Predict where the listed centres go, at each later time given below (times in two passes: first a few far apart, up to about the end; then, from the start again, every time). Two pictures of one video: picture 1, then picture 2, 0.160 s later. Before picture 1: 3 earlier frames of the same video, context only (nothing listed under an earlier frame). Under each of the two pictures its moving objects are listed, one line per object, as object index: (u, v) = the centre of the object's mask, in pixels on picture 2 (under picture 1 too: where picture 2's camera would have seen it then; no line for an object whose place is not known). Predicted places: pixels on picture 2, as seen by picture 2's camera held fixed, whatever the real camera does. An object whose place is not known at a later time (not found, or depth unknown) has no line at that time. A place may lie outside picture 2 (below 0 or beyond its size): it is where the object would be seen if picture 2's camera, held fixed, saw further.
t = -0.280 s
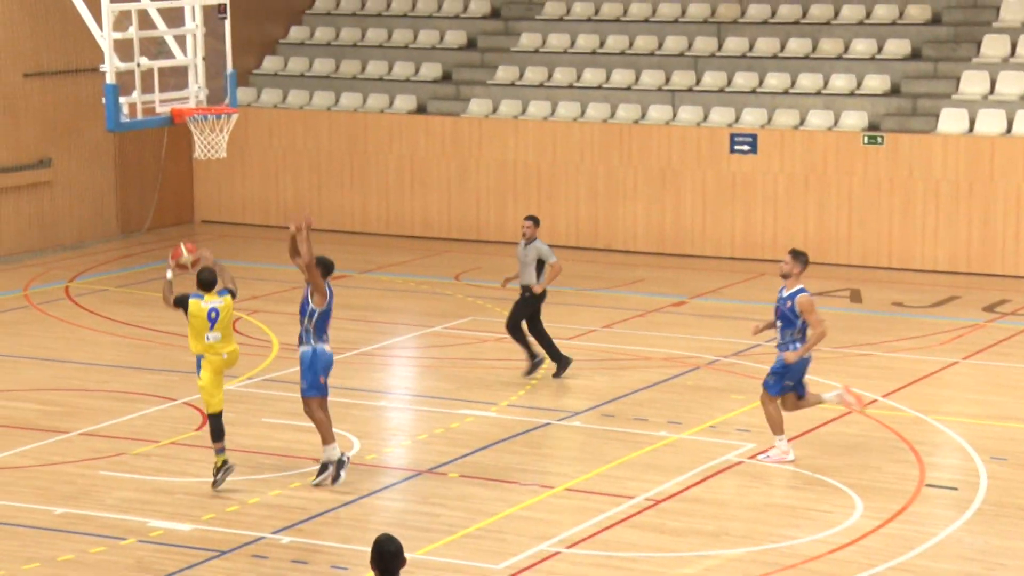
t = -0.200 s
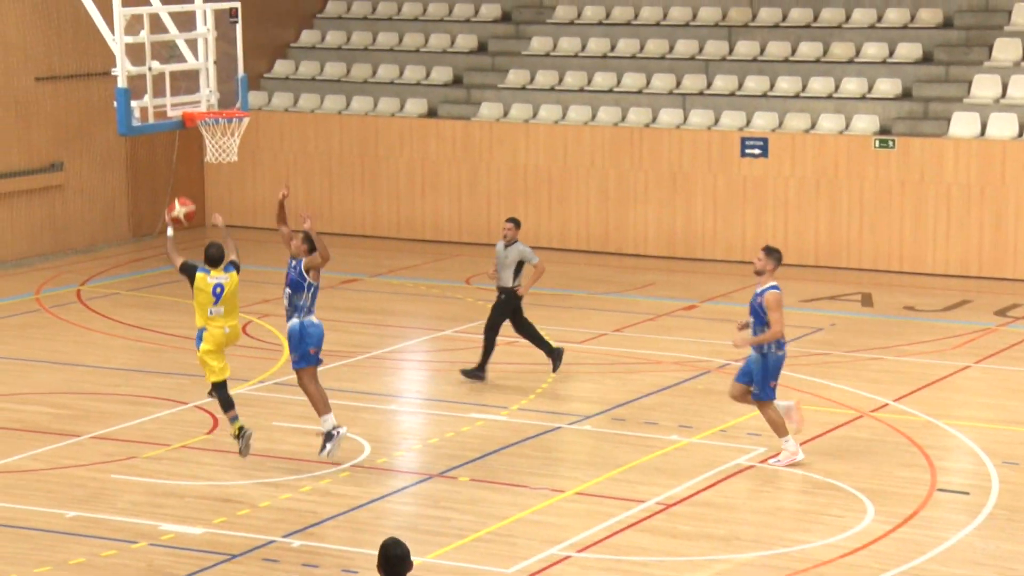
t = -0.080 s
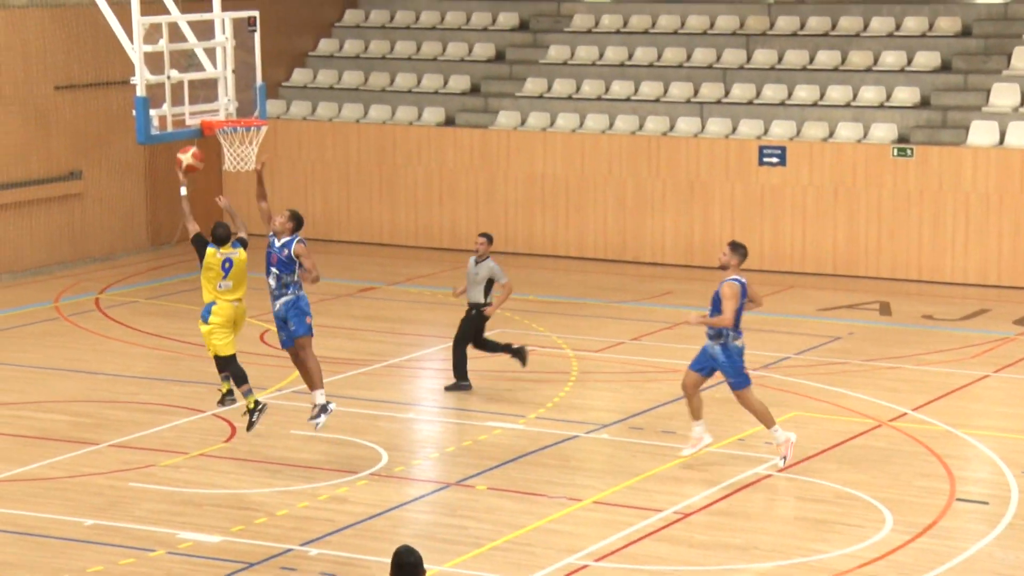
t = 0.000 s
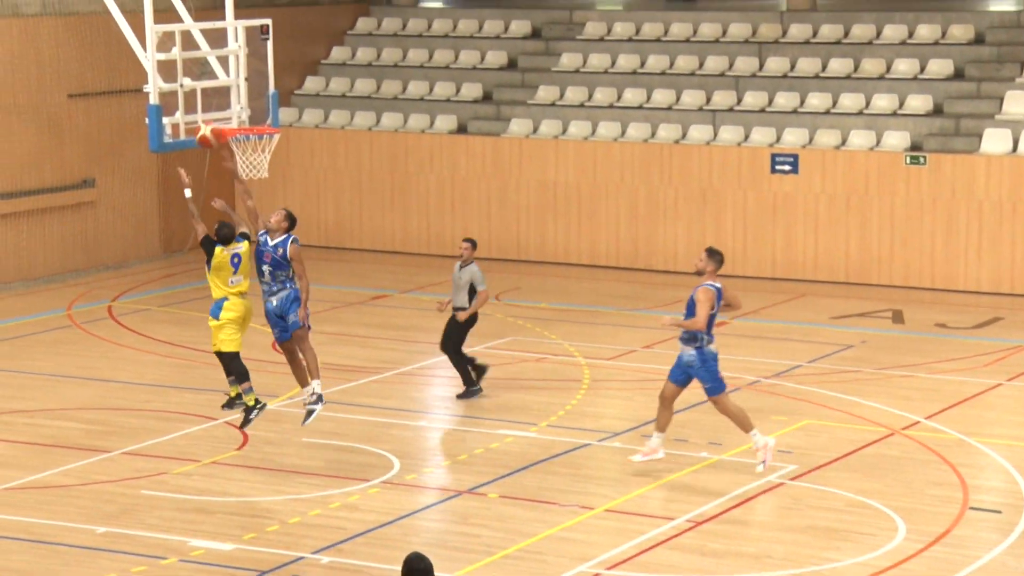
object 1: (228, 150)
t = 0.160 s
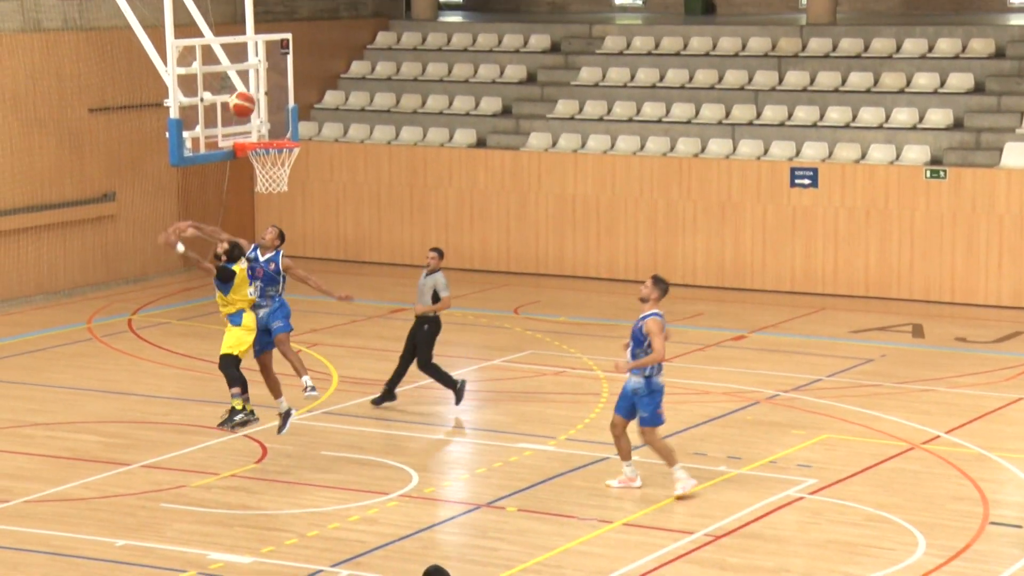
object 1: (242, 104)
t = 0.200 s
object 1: (245, 97)
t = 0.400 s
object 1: (261, 91)
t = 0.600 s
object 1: (279, 129)
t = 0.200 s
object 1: (245, 97)
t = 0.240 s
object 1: (248, 93)
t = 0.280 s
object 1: (252, 90)
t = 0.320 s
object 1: (255, 88)
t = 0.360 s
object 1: (258, 89)
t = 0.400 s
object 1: (261, 91)
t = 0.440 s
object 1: (265, 95)
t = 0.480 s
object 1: (268, 101)
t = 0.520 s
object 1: (272, 109)
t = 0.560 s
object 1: (275, 118)
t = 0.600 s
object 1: (279, 129)
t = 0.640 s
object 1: (282, 138)
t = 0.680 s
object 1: (284, 156)
